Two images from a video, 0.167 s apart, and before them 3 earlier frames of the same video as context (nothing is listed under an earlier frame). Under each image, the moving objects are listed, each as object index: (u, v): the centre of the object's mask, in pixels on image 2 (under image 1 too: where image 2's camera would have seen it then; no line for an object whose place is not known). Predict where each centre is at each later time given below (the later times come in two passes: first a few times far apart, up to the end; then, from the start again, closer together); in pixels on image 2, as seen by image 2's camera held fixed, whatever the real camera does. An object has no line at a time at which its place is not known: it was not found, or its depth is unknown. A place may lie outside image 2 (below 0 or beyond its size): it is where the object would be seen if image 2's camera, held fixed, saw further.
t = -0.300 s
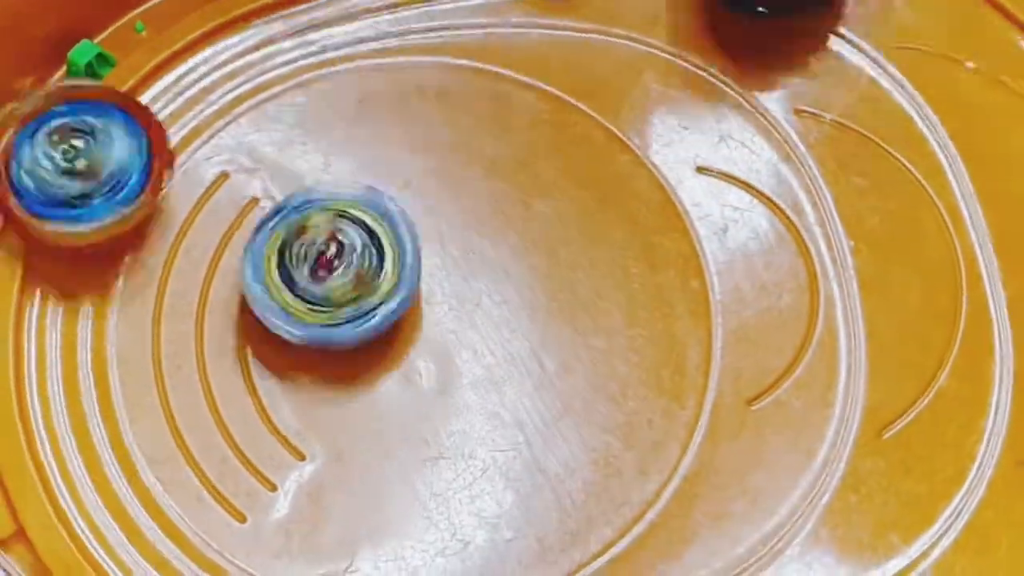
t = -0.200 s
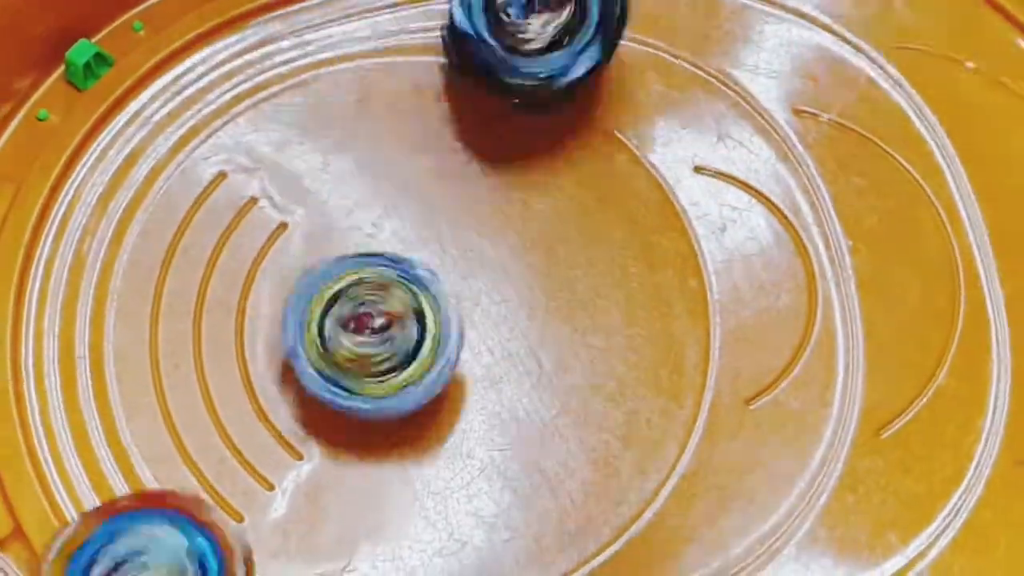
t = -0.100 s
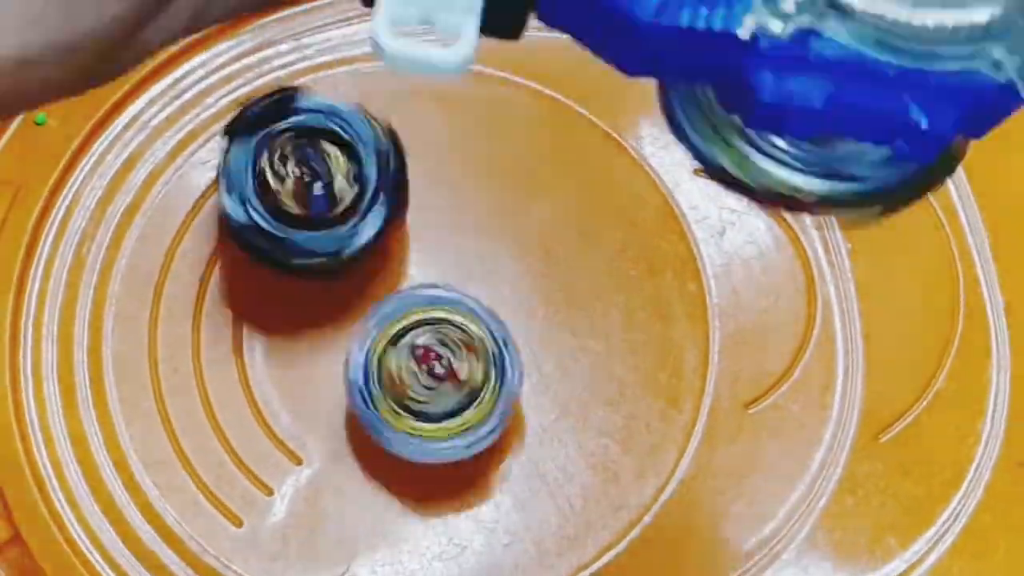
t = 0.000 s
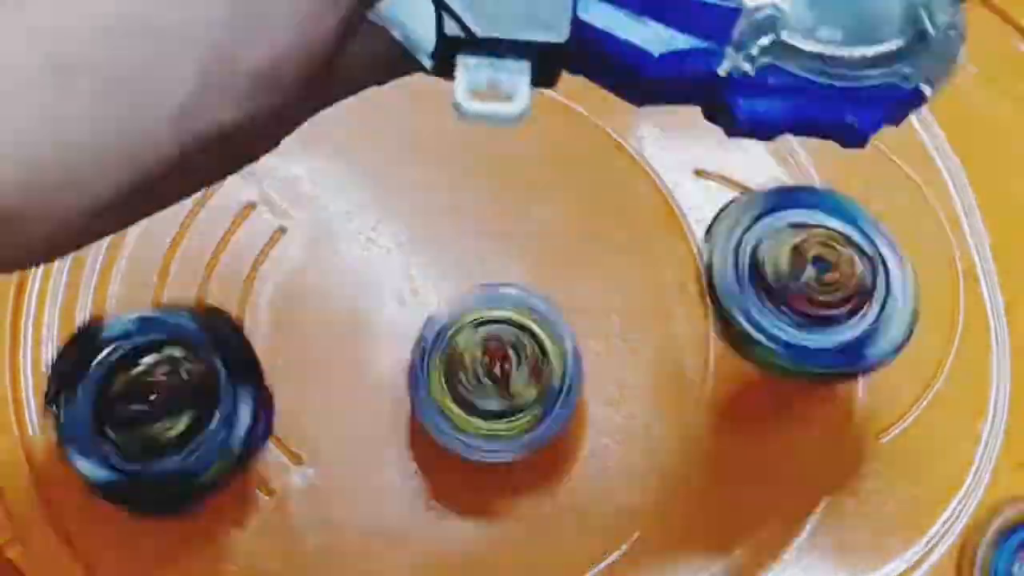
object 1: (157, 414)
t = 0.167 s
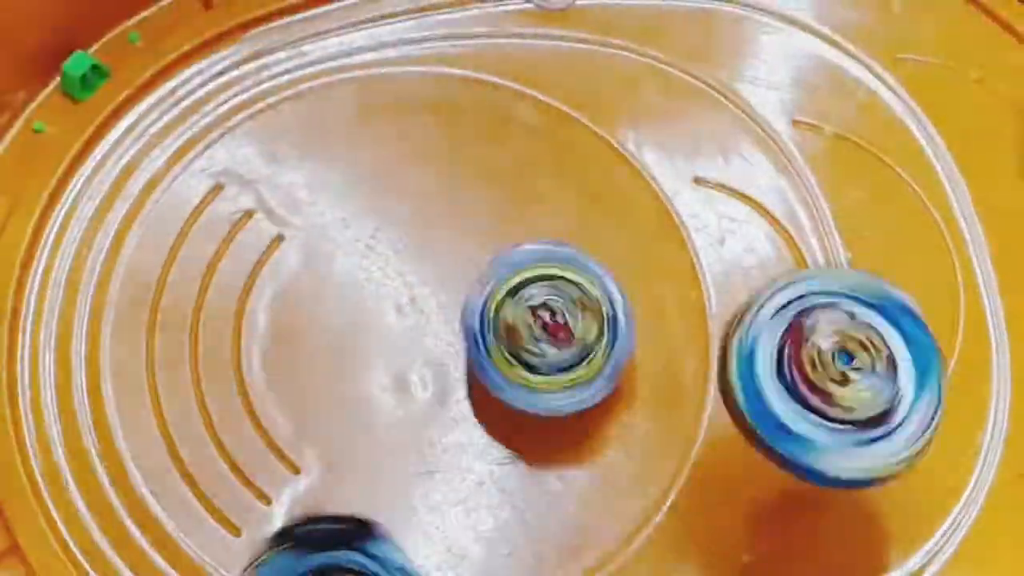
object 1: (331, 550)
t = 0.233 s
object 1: (529, 537)
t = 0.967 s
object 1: (996, 55)
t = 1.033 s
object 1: (874, 12)
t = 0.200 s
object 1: (427, 545)
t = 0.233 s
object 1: (529, 537)
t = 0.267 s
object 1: (588, 540)
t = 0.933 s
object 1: (1018, 112)
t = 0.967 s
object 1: (996, 55)
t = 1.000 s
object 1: (966, 29)
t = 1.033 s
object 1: (874, 12)
